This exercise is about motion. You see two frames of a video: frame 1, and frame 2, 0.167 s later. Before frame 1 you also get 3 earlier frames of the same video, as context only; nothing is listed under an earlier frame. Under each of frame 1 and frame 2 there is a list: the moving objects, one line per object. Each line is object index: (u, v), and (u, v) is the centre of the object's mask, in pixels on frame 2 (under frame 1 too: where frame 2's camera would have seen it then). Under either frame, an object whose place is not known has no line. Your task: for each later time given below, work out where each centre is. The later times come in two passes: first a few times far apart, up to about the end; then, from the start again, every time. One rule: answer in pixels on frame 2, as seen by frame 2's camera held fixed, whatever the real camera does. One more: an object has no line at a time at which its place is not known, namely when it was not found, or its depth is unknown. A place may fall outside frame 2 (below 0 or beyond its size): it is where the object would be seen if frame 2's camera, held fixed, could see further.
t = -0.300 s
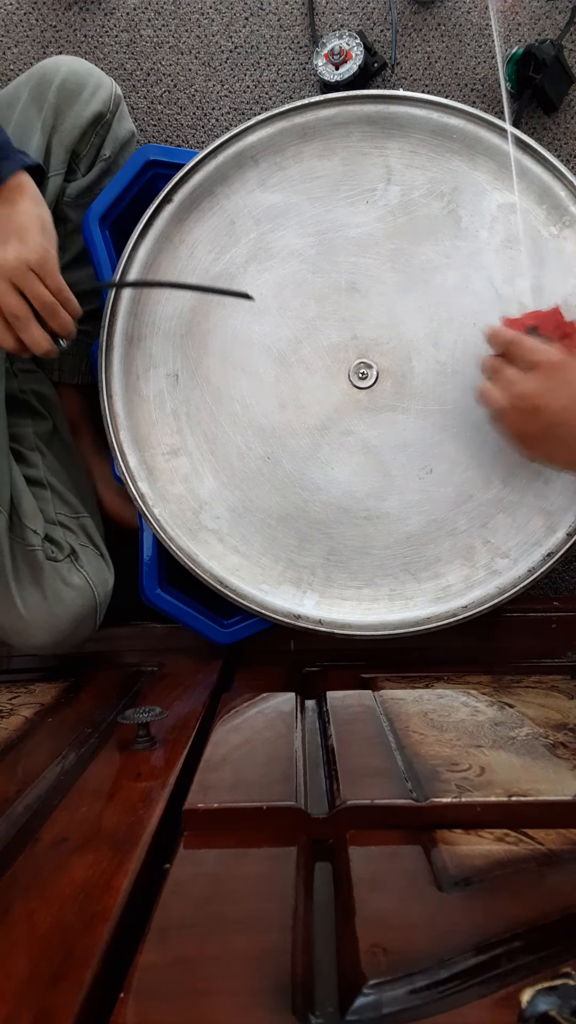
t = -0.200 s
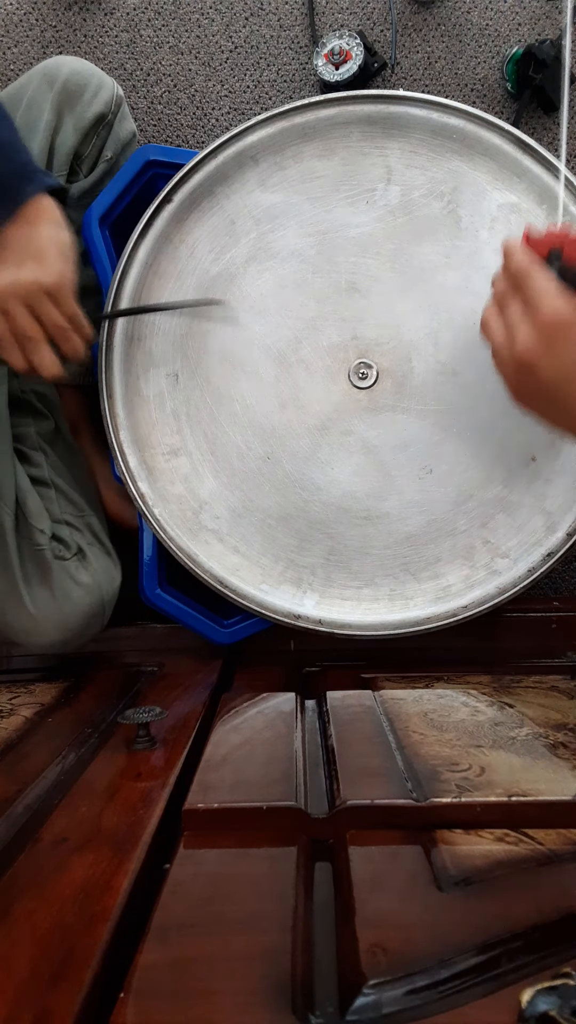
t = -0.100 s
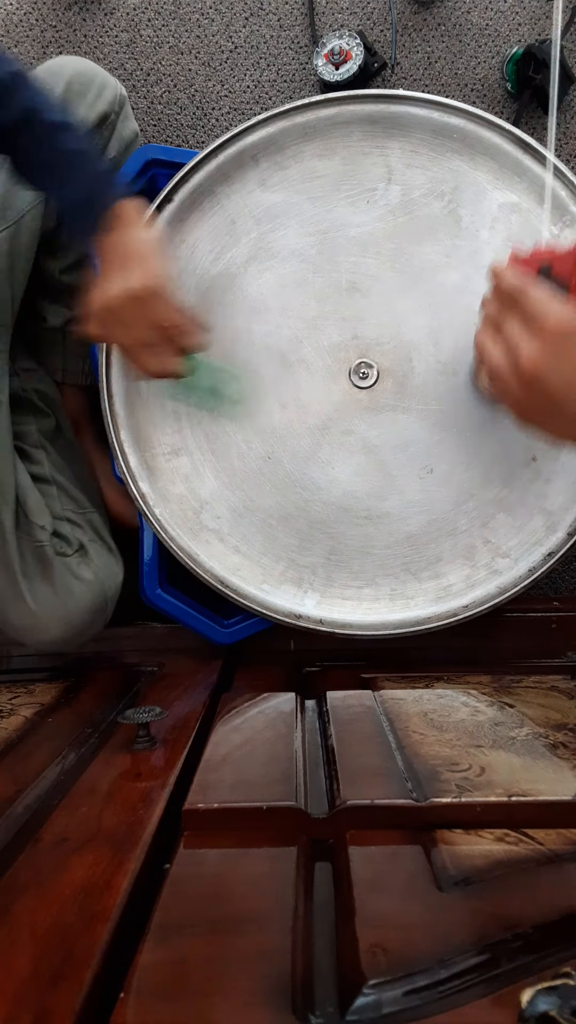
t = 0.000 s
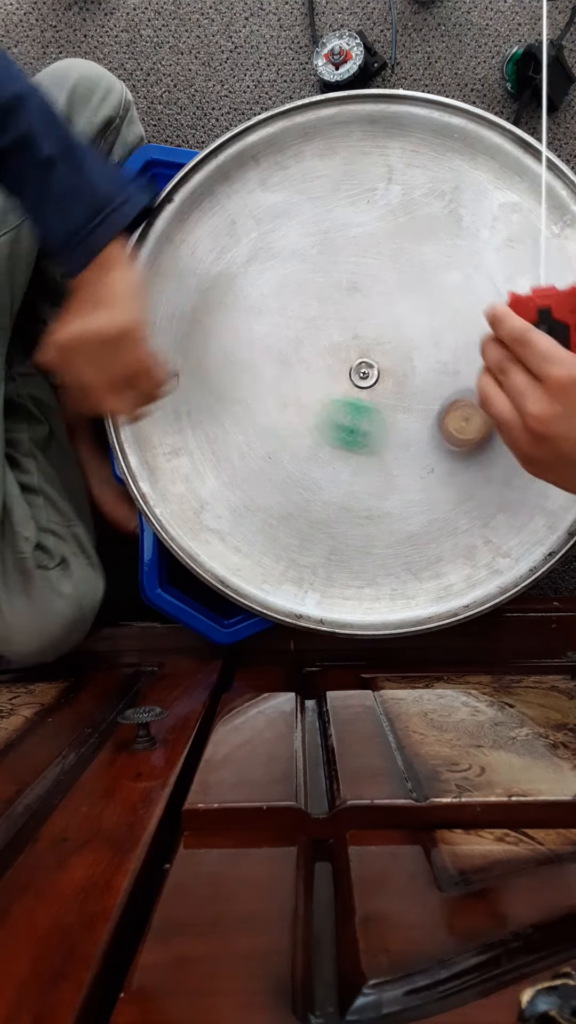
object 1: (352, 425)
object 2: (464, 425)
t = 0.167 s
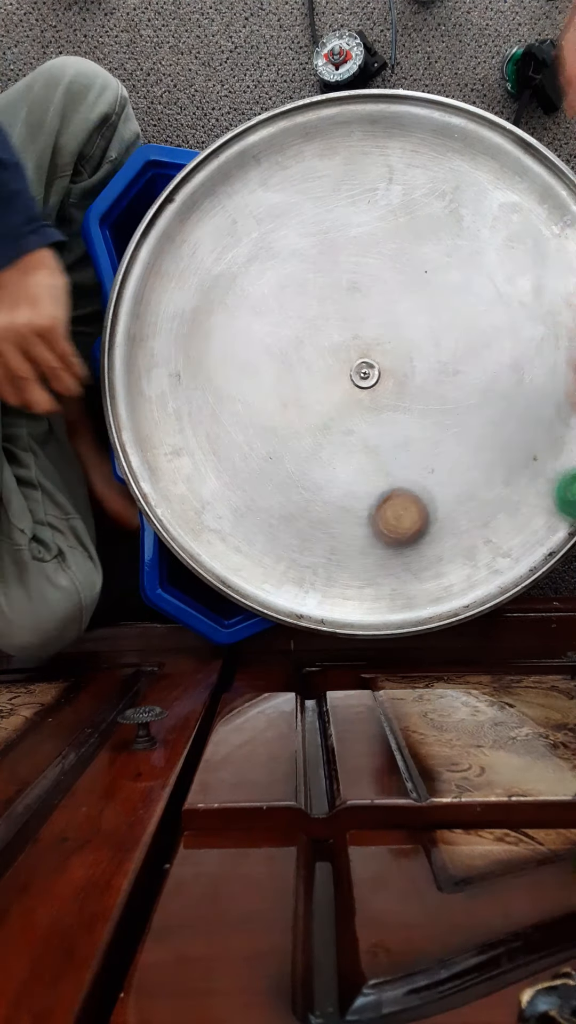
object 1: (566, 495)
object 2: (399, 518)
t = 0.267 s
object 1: (533, 418)
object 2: (360, 564)
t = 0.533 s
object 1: (286, 346)
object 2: (350, 570)
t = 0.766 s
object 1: (185, 326)
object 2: (253, 544)
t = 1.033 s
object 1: (155, 348)
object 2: (217, 504)
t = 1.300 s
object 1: (165, 346)
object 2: (164, 421)
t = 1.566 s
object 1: (195, 306)
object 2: (167, 386)
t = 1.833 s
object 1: (236, 269)
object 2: (205, 351)
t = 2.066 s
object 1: (282, 248)
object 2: (240, 291)
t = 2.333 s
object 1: (337, 246)
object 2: (267, 239)
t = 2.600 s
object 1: (383, 268)
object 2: (278, 229)
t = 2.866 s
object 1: (403, 313)
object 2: (282, 259)
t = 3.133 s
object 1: (396, 372)
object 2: (282, 321)
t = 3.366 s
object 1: (367, 415)
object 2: (283, 391)
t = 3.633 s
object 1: (345, 509)
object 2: (242, 440)
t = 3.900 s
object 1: (364, 597)
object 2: (173, 479)
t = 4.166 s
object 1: (342, 550)
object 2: (230, 470)
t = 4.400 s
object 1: (294, 511)
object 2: (243, 387)
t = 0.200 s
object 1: (562, 471)
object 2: (385, 533)
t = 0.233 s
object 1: (552, 445)
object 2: (373, 548)
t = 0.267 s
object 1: (533, 418)
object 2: (360, 564)
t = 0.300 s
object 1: (505, 391)
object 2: (350, 579)
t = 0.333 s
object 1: (475, 369)
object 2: (344, 593)
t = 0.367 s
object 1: (444, 353)
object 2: (341, 598)
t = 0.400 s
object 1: (410, 350)
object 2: (341, 599)
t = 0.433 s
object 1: (373, 349)
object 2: (345, 593)
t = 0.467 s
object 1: (338, 348)
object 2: (348, 585)
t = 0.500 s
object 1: (309, 349)
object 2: (352, 578)
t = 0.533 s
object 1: (286, 346)
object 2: (350, 570)
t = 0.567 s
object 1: (266, 344)
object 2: (344, 565)
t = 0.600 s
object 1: (248, 342)
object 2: (332, 560)
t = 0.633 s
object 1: (233, 339)
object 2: (318, 556)
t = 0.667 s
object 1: (219, 336)
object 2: (300, 552)
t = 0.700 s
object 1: (207, 333)
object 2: (285, 550)
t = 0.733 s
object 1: (196, 329)
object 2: (267, 546)
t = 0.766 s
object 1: (185, 326)
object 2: (253, 544)
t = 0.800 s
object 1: (174, 323)
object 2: (241, 541)
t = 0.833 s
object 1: (164, 322)
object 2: (232, 538)
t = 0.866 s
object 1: (155, 321)
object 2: (228, 536)
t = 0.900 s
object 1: (151, 324)
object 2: (226, 532)
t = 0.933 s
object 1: (151, 330)
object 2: (227, 528)
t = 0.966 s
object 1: (151, 336)
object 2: (226, 522)
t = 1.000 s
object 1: (153, 343)
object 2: (223, 514)
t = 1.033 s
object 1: (155, 348)
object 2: (217, 504)
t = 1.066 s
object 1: (158, 352)
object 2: (208, 491)
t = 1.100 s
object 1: (161, 354)
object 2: (200, 480)
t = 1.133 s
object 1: (163, 355)
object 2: (191, 467)
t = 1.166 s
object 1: (164, 355)
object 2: (183, 458)
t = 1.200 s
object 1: (164, 353)
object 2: (177, 447)
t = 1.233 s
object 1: (164, 351)
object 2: (171, 438)
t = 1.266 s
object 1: (164, 349)
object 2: (167, 430)
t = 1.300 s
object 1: (165, 346)
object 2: (164, 421)
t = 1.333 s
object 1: (166, 344)
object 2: (163, 412)
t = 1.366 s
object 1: (168, 342)
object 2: (163, 405)
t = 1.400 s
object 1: (170, 339)
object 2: (162, 395)
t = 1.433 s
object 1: (172, 335)
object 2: (163, 388)
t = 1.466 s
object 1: (178, 326)
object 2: (161, 387)
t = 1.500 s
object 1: (185, 318)
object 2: (163, 386)
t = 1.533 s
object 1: (190, 311)
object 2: (165, 387)
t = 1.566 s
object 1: (195, 306)
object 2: (167, 386)
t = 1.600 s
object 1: (199, 301)
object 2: (171, 384)
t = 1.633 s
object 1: (203, 295)
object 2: (175, 383)
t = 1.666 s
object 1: (208, 291)
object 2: (179, 379)
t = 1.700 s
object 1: (214, 286)
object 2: (184, 375)
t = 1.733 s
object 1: (219, 281)
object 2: (189, 370)
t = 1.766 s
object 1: (224, 277)
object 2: (194, 363)
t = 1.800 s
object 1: (230, 273)
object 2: (199, 358)
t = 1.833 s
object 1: (236, 269)
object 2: (205, 351)
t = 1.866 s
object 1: (242, 265)
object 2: (210, 342)
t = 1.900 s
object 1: (248, 261)
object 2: (214, 334)
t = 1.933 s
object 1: (255, 257)
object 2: (220, 326)
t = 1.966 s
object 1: (261, 254)
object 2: (225, 316)
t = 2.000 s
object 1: (268, 252)
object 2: (230, 308)
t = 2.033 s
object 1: (275, 250)
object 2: (235, 300)
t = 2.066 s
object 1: (282, 248)
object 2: (240, 291)
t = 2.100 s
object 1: (289, 246)
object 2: (244, 283)
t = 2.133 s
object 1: (296, 245)
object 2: (248, 275)
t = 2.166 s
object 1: (303, 244)
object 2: (251, 268)
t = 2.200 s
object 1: (310, 244)
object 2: (254, 262)
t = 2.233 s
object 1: (317, 244)
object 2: (258, 254)
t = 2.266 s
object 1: (323, 244)
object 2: (262, 249)
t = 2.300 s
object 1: (330, 245)
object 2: (265, 245)
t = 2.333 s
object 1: (337, 246)
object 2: (267, 239)
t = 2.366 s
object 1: (344, 247)
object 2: (270, 236)
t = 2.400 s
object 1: (350, 249)
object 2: (271, 233)
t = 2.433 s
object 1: (357, 251)
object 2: (274, 230)
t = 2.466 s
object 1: (362, 254)
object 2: (275, 230)
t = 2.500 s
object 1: (368, 257)
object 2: (276, 229)
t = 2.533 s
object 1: (373, 260)
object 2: (277, 227)
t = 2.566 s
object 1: (378, 264)
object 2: (278, 227)
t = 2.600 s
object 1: (383, 268)
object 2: (278, 229)
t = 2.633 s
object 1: (387, 273)
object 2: (278, 231)
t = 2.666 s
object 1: (390, 278)
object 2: (278, 233)
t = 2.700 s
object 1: (394, 283)
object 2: (279, 236)
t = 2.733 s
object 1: (396, 289)
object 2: (280, 239)
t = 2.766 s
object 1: (399, 294)
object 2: (281, 243)
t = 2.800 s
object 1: (401, 301)
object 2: (281, 248)
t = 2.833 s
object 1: (403, 307)
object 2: (281, 253)
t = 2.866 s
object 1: (403, 313)
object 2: (282, 259)
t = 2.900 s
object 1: (404, 320)
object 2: (283, 266)
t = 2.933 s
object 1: (404, 327)
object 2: (283, 273)
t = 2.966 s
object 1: (404, 334)
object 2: (283, 279)
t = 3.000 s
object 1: (403, 342)
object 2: (283, 286)
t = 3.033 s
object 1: (402, 349)
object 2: (283, 294)
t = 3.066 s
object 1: (400, 357)
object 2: (283, 303)
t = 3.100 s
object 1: (399, 365)
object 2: (283, 312)
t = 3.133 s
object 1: (396, 372)
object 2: (282, 321)
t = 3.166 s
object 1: (393, 379)
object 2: (282, 331)
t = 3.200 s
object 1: (389, 386)
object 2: (282, 341)
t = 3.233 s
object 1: (386, 392)
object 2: (282, 350)
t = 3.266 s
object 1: (382, 398)
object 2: (282, 360)
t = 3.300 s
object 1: (377, 404)
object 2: (283, 370)
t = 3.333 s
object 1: (372, 410)
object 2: (283, 380)
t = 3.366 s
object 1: (367, 415)
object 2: (283, 391)
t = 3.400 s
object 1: (361, 421)
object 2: (283, 401)
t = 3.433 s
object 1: (355, 427)
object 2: (282, 411)
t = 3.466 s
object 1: (348, 432)
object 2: (281, 421)
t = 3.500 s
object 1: (341, 437)
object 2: (280, 430)
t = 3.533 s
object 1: (335, 441)
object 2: (279, 439)
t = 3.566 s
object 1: (334, 456)
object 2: (269, 441)
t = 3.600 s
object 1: (340, 482)
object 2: (255, 439)
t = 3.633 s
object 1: (345, 509)
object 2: (242, 440)
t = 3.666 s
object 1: (349, 531)
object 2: (227, 442)
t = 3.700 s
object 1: (351, 553)
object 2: (214, 444)
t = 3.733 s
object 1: (349, 573)
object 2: (202, 448)
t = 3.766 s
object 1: (349, 588)
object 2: (190, 452)
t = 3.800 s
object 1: (350, 599)
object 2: (180, 457)
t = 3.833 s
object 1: (353, 603)
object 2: (172, 464)
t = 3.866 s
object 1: (358, 603)
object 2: (170, 472)
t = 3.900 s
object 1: (364, 597)
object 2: (173, 479)
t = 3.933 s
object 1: (367, 589)
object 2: (180, 487)
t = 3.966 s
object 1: (369, 579)
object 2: (189, 496)
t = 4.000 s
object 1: (369, 571)
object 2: (200, 500)
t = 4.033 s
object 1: (367, 564)
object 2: (210, 500)
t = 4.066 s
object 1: (362, 559)
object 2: (218, 496)
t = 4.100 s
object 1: (357, 555)
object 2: (222, 489)
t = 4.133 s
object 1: (350, 553)
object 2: (226, 479)
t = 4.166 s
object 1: (342, 550)
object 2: (230, 470)
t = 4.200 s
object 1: (335, 546)
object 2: (234, 460)
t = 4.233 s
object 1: (327, 542)
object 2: (236, 448)
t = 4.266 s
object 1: (321, 537)
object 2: (239, 435)
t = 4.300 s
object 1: (314, 531)
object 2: (241, 422)
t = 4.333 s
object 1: (308, 525)
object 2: (242, 409)
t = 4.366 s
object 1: (301, 519)
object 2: (242, 396)
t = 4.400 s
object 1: (294, 511)
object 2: (243, 387)
